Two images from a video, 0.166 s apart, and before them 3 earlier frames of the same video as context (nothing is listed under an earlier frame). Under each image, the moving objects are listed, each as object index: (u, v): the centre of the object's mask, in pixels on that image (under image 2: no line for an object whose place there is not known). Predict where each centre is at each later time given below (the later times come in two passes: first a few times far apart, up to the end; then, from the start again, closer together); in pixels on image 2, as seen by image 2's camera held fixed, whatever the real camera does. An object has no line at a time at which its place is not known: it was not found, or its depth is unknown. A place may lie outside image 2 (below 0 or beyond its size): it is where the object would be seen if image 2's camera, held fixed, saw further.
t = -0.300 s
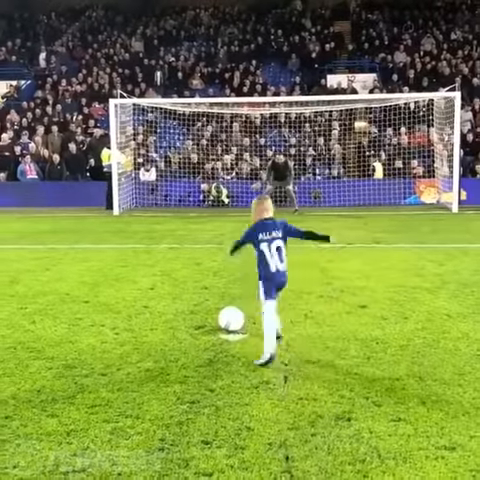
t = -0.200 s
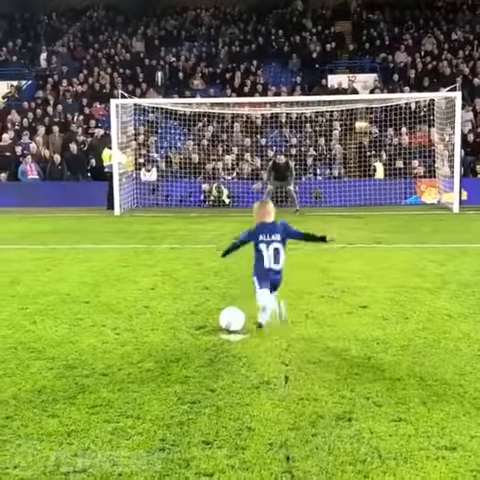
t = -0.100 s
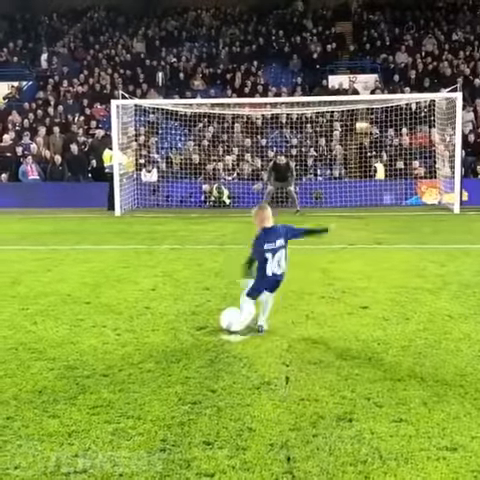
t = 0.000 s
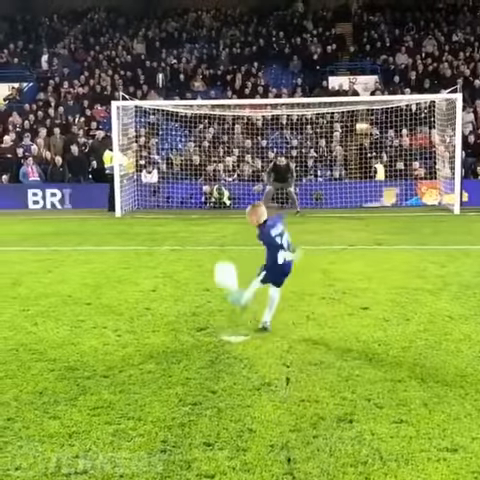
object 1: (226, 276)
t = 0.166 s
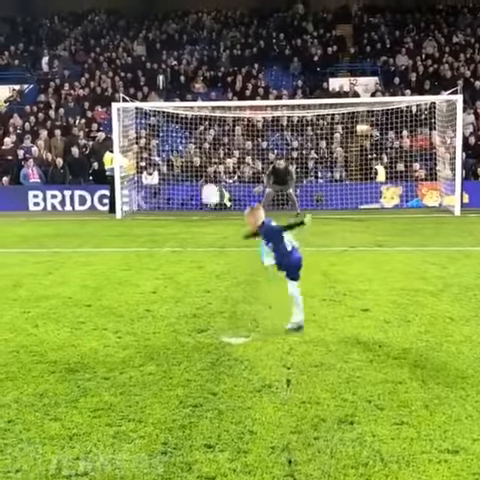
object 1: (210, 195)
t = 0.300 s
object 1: (203, 164)
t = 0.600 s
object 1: (195, 154)
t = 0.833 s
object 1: (192, 178)
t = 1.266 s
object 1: (190, 171)
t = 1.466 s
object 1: (186, 157)
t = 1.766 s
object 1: (179, 161)
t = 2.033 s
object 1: (170, 194)
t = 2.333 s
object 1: (174, 191)
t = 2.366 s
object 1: (174, 188)
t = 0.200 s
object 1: (208, 184)
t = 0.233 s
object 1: (206, 176)
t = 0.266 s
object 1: (205, 170)
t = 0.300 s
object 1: (203, 164)
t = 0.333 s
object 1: (201, 159)
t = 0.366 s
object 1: (199, 156)
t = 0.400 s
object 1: (198, 153)
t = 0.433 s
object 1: (197, 152)
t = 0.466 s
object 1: (197, 151)
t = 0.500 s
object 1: (196, 151)
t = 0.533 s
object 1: (196, 151)
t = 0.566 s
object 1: (195, 152)
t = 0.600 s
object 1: (195, 154)
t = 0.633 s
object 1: (194, 155)
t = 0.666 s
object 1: (194, 158)
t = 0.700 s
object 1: (193, 161)
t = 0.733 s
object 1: (194, 164)
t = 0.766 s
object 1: (194, 167)
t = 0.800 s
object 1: (193, 173)
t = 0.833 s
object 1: (192, 178)
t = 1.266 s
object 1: (190, 171)
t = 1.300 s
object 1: (190, 168)
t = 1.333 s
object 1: (189, 165)
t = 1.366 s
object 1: (187, 162)
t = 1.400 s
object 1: (187, 160)
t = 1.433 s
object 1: (186, 158)
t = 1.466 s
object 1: (186, 157)
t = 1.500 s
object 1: (185, 156)
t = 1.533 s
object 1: (184, 156)
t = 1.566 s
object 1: (183, 154)
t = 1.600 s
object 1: (182, 154)
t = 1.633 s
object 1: (182, 154)
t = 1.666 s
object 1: (182, 156)
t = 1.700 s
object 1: (180, 157)
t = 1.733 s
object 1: (180, 159)
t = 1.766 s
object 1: (179, 161)
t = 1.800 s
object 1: (179, 164)
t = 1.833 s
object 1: (179, 167)
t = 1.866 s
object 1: (179, 170)
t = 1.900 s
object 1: (178, 175)
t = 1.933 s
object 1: (177, 179)
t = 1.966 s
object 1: (177, 184)
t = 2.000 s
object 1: (176, 189)
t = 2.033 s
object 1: (170, 194)
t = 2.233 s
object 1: (177, 199)
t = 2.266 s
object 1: (174, 196)
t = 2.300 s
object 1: (174, 192)
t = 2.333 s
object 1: (174, 191)
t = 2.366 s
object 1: (174, 188)
